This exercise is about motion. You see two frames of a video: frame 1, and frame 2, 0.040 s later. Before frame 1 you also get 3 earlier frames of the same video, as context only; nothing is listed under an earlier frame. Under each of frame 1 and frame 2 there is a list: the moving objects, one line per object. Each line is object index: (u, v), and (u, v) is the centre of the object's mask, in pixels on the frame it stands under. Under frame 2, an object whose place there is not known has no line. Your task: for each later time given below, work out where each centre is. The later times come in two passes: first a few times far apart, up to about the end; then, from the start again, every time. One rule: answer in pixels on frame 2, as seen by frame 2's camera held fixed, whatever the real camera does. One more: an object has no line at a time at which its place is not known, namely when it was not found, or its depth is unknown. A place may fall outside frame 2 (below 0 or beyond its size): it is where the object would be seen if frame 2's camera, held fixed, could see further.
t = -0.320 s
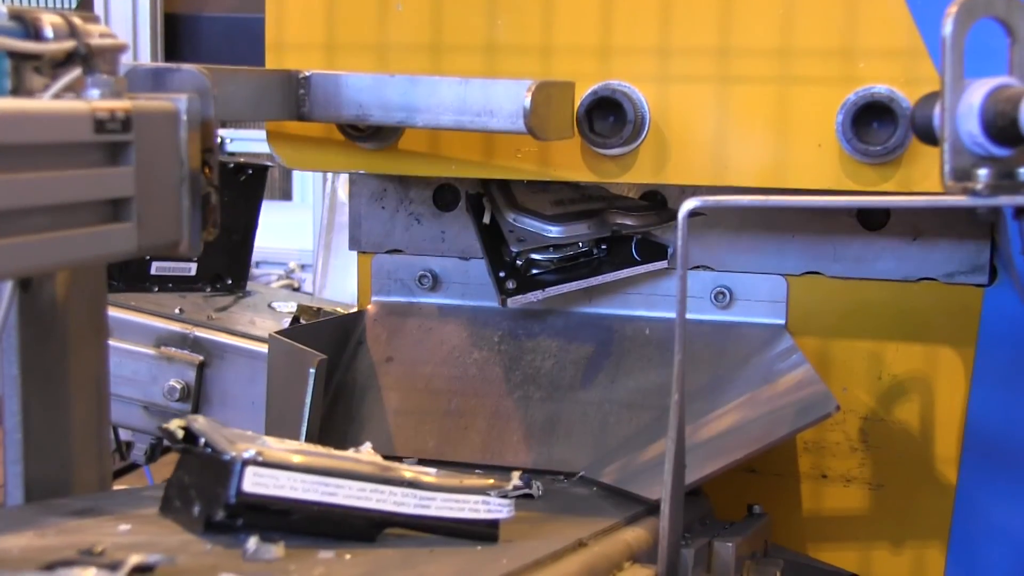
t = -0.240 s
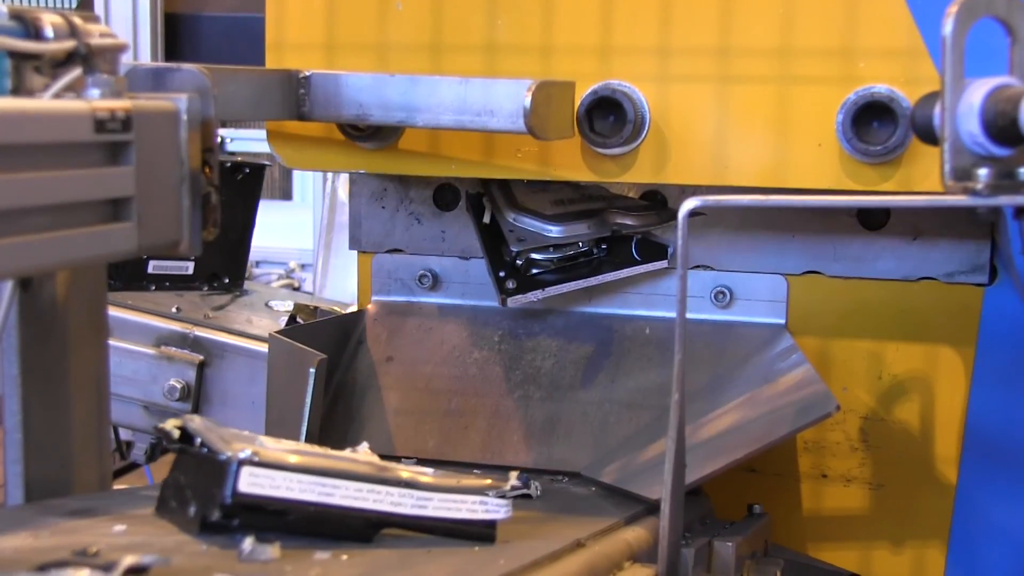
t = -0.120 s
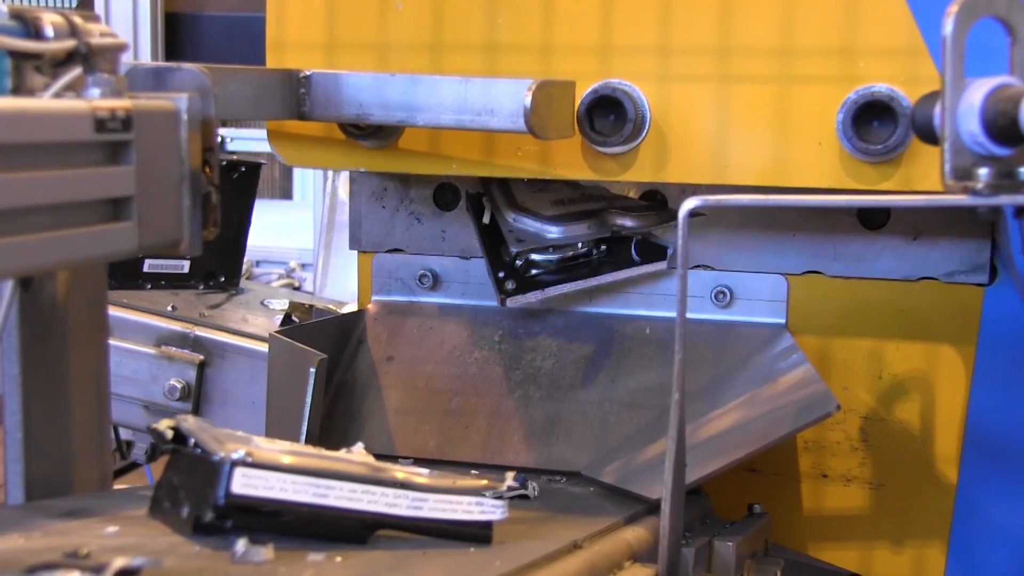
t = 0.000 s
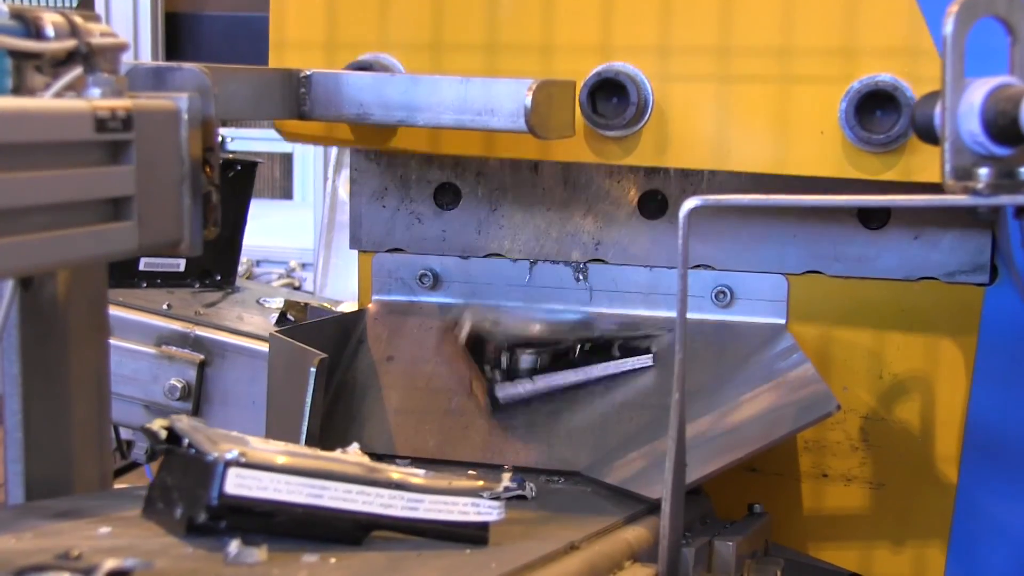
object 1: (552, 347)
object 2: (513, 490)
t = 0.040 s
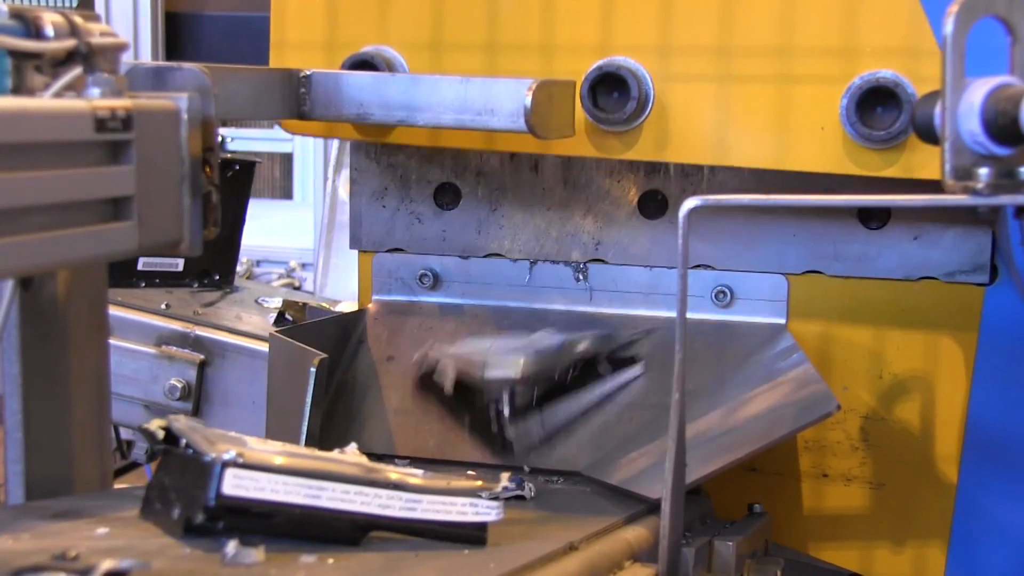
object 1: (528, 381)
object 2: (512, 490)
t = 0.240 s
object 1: (457, 409)
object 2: (507, 492)
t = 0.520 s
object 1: (441, 414)
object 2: (500, 494)
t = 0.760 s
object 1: (433, 418)
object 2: (492, 496)
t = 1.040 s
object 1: (426, 422)
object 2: (485, 498)
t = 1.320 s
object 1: (421, 426)
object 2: (478, 500)
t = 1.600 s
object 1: (417, 431)
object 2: (470, 502)
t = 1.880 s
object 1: (416, 435)
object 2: (463, 504)
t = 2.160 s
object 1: (418, 439)
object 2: (454, 507)
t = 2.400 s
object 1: (419, 448)
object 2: (447, 509)
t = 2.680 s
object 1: (419, 451)
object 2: (439, 512)
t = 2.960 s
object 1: (422, 453)
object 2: (430, 516)
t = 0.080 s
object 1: (506, 387)
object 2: (511, 491)
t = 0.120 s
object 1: (494, 388)
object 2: (510, 491)
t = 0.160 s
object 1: (481, 395)
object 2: (509, 491)
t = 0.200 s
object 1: (469, 400)
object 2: (508, 492)
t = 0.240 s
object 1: (457, 409)
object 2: (507, 492)
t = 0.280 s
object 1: (452, 410)
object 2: (506, 492)
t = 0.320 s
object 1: (449, 411)
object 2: (505, 492)
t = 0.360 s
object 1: (447, 411)
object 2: (504, 493)
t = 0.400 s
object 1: (445, 412)
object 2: (503, 493)
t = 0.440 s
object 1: (443, 413)
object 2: (502, 493)
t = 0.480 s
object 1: (442, 413)
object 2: (501, 493)
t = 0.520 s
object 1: (441, 414)
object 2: (500, 494)
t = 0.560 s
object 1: (439, 415)
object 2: (498, 494)
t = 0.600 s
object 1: (438, 415)
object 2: (497, 494)
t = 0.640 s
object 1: (437, 416)
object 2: (496, 494)
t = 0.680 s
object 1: (435, 416)
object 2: (495, 495)
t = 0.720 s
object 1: (434, 417)
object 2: (494, 496)
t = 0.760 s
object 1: (433, 418)
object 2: (492, 496)
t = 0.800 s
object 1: (432, 418)
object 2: (492, 496)
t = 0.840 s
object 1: (430, 419)
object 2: (491, 496)
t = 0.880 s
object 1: (429, 420)
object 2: (490, 497)
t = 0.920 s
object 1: (428, 420)
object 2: (489, 497)
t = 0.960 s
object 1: (427, 421)
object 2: (487, 497)
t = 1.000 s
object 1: (426, 422)
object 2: (486, 498)
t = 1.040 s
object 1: (426, 422)
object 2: (485, 498)
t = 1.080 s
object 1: (425, 423)
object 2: (484, 498)
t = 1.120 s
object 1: (425, 423)
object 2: (483, 499)
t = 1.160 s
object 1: (424, 424)
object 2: (482, 499)
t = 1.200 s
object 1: (423, 424)
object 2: (481, 499)
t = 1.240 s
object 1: (422, 425)
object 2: (480, 499)
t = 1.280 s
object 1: (422, 427)
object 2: (479, 500)
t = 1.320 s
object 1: (421, 426)
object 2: (478, 500)
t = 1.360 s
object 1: (420, 427)
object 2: (477, 500)
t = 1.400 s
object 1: (419, 428)
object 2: (475, 500)
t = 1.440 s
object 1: (419, 428)
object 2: (475, 501)
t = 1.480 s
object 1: (419, 429)
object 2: (474, 501)
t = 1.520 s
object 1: (418, 429)
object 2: (472, 502)
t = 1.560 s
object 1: (417, 431)
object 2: (471, 502)
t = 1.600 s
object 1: (417, 431)
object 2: (470, 502)
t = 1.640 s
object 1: (416, 431)
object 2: (469, 502)
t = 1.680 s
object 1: (416, 432)
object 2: (468, 503)
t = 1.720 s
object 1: (416, 432)
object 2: (467, 503)
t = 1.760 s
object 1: (415, 433)
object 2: (466, 503)
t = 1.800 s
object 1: (415, 433)
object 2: (465, 503)
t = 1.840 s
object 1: (416, 434)
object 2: (464, 504)
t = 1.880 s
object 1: (416, 435)
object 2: (463, 504)
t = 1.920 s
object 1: (416, 435)
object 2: (462, 505)
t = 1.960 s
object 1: (417, 436)
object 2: (460, 505)
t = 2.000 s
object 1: (416, 436)
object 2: (460, 505)
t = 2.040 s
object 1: (417, 437)
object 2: (459, 506)
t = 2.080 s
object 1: (417, 438)
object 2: (456, 506)
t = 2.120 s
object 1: (417, 438)
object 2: (455, 506)
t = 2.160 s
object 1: (418, 439)
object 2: (454, 507)
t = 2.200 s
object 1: (417, 440)
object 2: (454, 507)
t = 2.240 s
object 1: (417, 442)
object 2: (453, 508)
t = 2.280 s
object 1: (418, 444)
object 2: (452, 508)
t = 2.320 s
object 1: (418, 446)
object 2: (449, 508)
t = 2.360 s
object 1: (419, 447)
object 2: (448, 509)
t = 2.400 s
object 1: (419, 448)
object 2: (447, 509)
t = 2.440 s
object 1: (419, 450)
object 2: (446, 509)
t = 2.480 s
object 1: (418, 450)
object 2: (445, 510)
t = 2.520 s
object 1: (418, 450)
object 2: (444, 511)
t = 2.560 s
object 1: (419, 450)
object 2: (442, 510)
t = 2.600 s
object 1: (419, 450)
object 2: (441, 511)
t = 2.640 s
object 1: (419, 451)
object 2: (440, 512)
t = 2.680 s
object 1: (419, 451)
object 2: (439, 512)
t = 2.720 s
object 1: (420, 452)
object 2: (438, 513)
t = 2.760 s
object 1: (419, 451)
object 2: (437, 513)
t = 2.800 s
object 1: (421, 453)
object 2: (435, 514)
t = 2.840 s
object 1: (421, 453)
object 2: (434, 514)
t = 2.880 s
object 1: (420, 451)
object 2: (433, 515)
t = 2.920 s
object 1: (422, 454)
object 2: (431, 515)
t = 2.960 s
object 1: (422, 453)
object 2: (430, 516)
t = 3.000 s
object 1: (423, 454)
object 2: (428, 516)
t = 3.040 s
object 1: (422, 453)
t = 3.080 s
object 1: (422, 452)
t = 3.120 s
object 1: (421, 452)
